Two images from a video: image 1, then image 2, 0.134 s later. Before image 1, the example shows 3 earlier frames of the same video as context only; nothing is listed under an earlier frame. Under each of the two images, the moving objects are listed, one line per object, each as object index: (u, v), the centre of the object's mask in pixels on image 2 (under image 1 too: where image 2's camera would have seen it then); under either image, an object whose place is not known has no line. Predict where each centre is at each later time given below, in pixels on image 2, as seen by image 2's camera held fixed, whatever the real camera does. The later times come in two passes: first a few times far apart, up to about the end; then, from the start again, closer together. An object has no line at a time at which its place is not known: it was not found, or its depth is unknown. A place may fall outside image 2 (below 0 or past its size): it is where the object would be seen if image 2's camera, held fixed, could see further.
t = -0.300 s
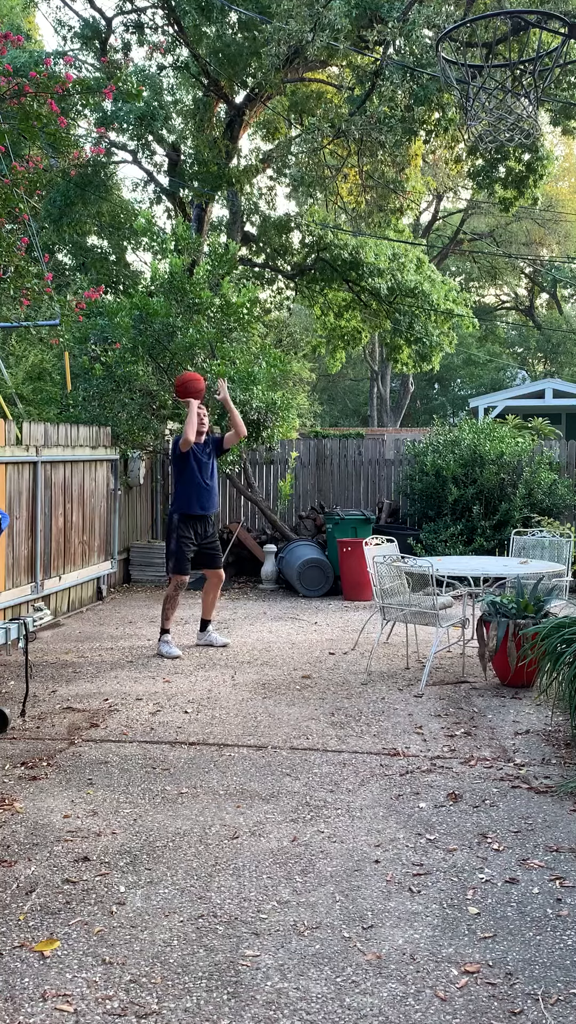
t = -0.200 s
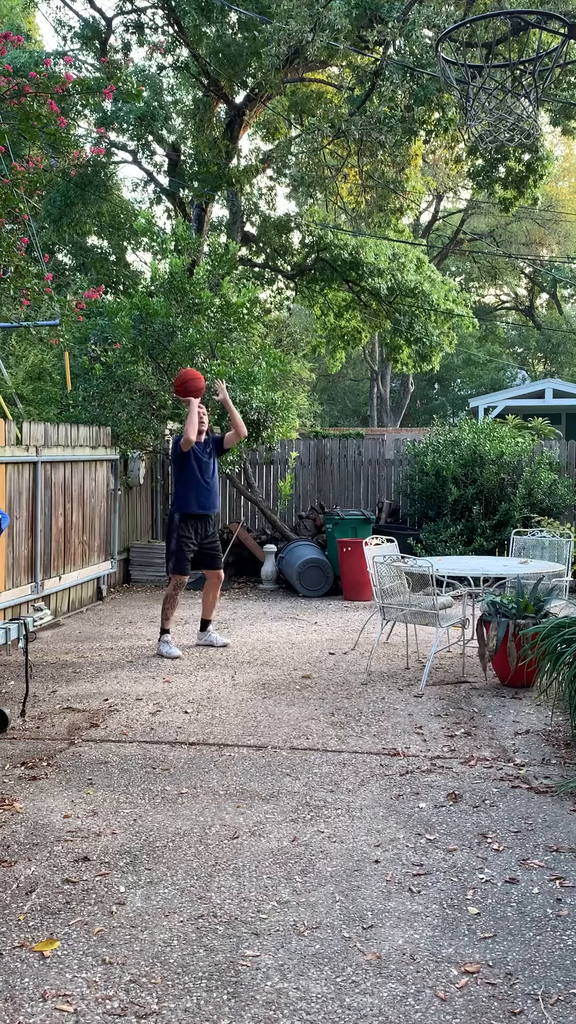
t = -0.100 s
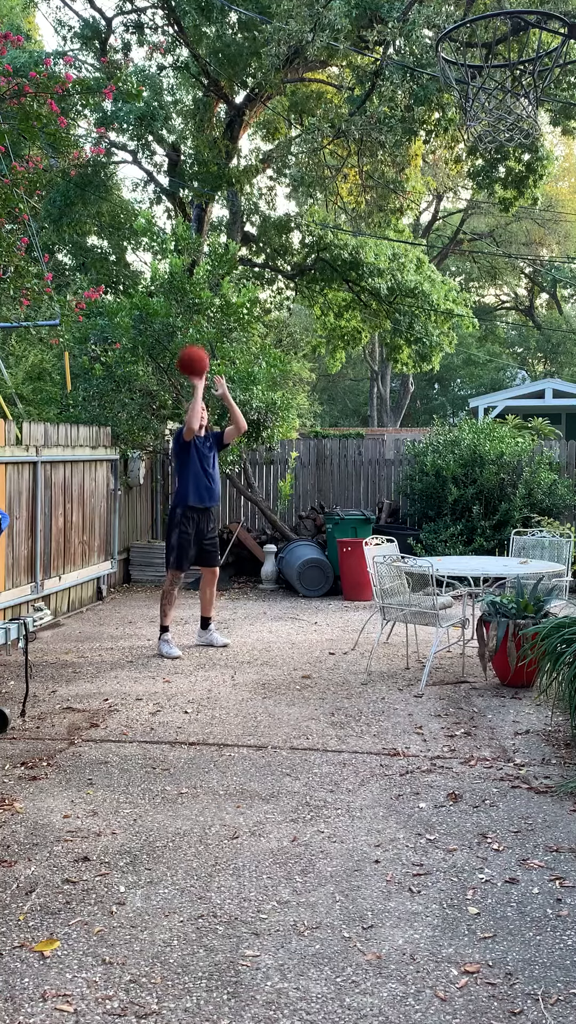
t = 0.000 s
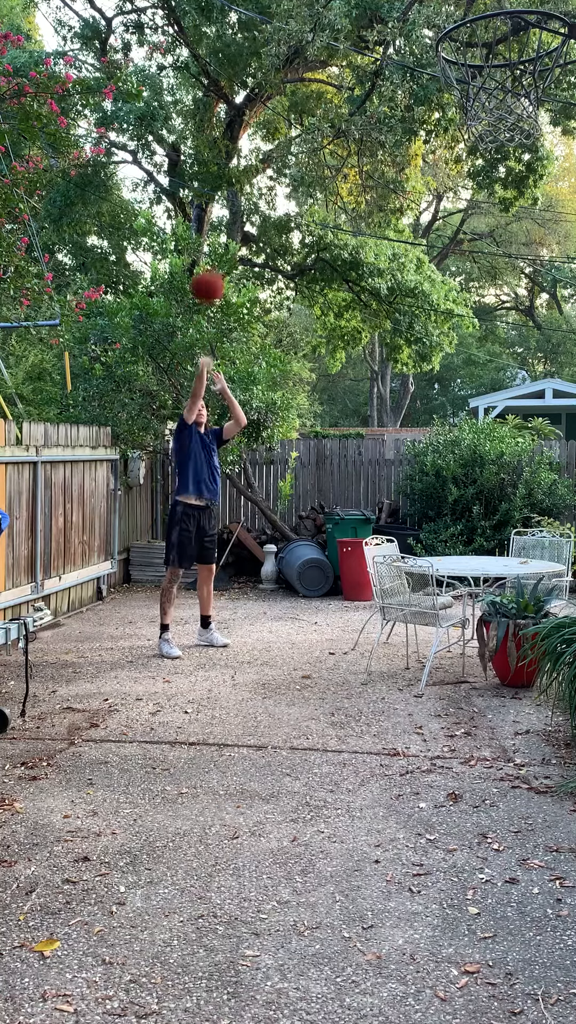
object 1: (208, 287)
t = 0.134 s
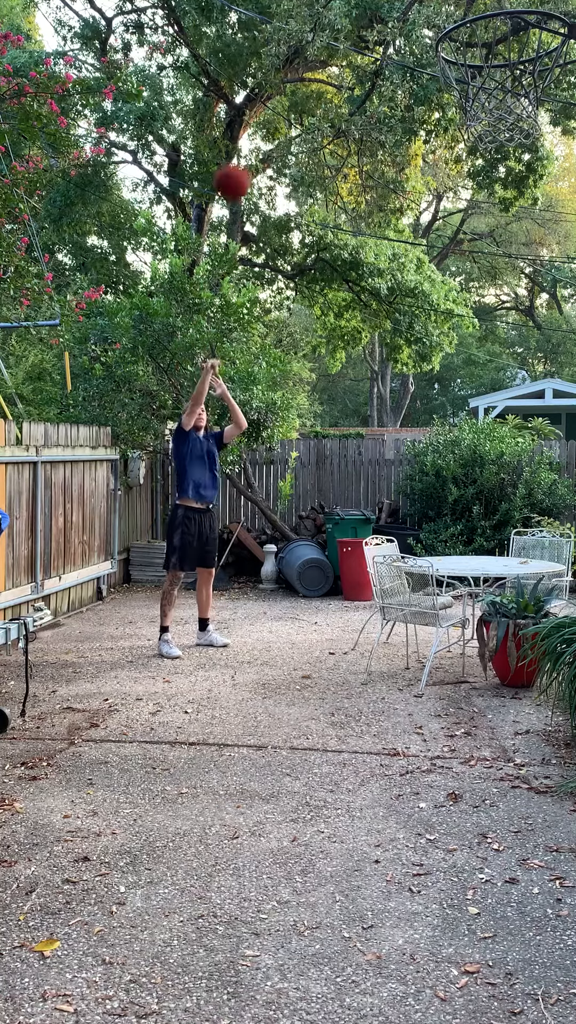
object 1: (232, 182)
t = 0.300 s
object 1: (269, 70)
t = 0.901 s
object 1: (470, 5)
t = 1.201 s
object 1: (494, 248)
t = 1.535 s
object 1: (436, 725)
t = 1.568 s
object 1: (433, 786)
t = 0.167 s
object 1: (238, 160)
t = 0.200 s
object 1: (245, 134)
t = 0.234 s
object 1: (255, 112)
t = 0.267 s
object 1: (262, 90)
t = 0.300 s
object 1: (269, 70)
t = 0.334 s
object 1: (277, 51)
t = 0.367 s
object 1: (285, 33)
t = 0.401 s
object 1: (293, 19)
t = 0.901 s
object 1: (470, 5)
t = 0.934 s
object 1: (486, 12)
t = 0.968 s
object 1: (506, 25)
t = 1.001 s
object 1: (527, 48)
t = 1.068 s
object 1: (519, 111)
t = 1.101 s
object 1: (513, 142)
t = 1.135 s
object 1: (508, 174)
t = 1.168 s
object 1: (501, 209)
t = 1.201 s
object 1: (494, 248)
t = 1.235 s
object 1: (488, 287)
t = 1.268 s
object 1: (481, 333)
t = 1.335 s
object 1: (468, 419)
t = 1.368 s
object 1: (462, 468)
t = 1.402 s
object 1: (458, 512)
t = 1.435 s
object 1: (452, 561)
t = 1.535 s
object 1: (436, 725)
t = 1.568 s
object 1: (433, 786)
